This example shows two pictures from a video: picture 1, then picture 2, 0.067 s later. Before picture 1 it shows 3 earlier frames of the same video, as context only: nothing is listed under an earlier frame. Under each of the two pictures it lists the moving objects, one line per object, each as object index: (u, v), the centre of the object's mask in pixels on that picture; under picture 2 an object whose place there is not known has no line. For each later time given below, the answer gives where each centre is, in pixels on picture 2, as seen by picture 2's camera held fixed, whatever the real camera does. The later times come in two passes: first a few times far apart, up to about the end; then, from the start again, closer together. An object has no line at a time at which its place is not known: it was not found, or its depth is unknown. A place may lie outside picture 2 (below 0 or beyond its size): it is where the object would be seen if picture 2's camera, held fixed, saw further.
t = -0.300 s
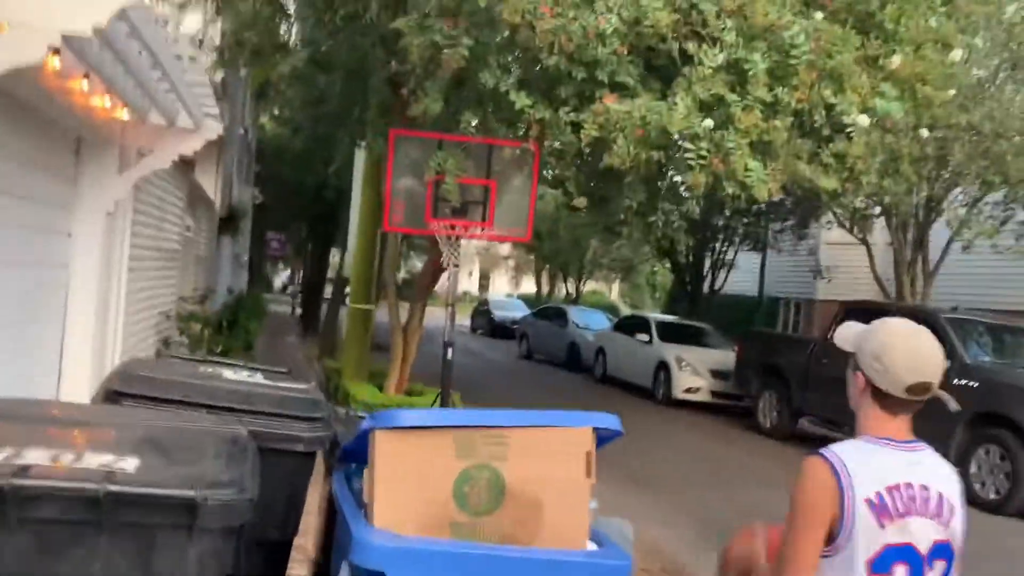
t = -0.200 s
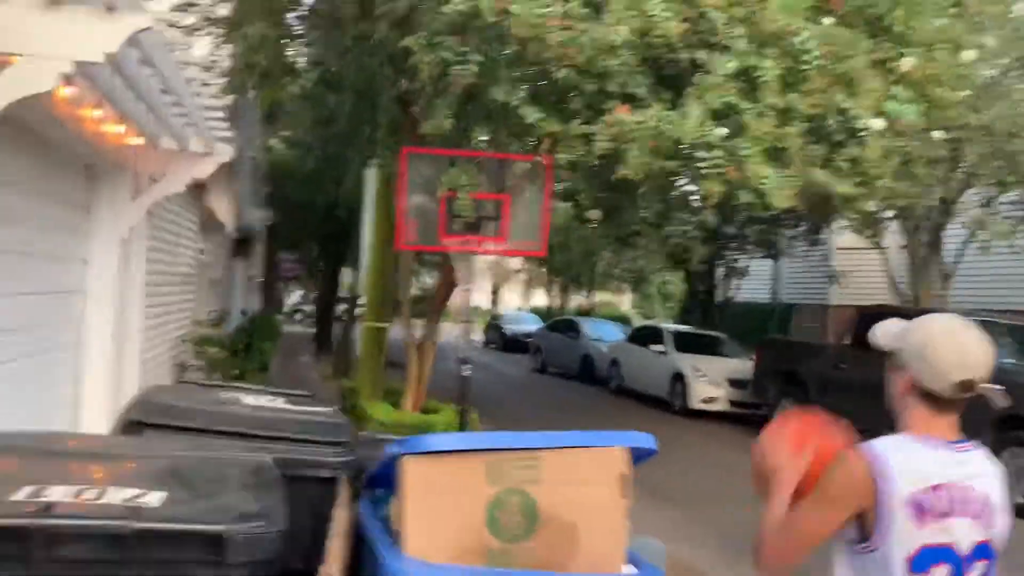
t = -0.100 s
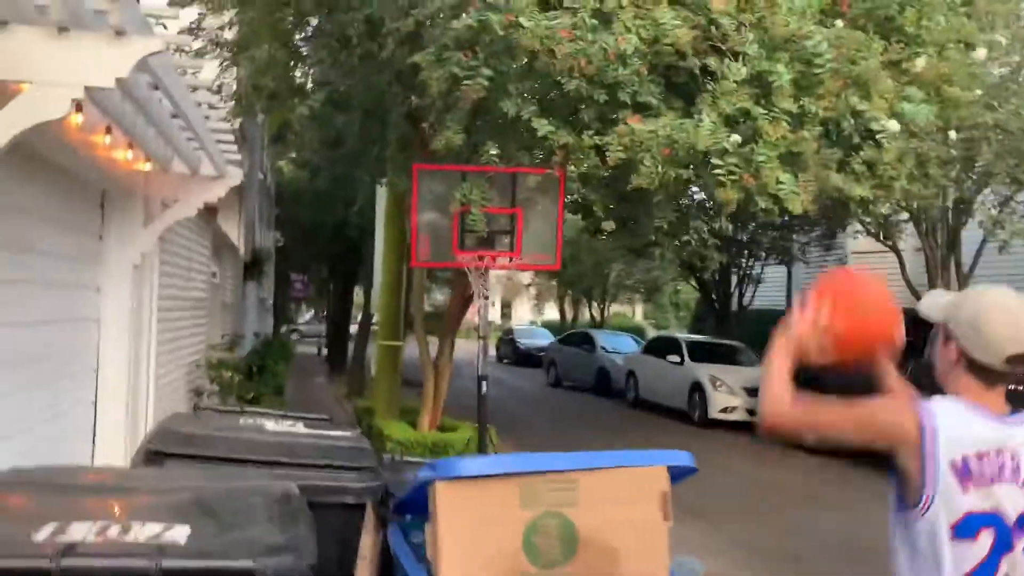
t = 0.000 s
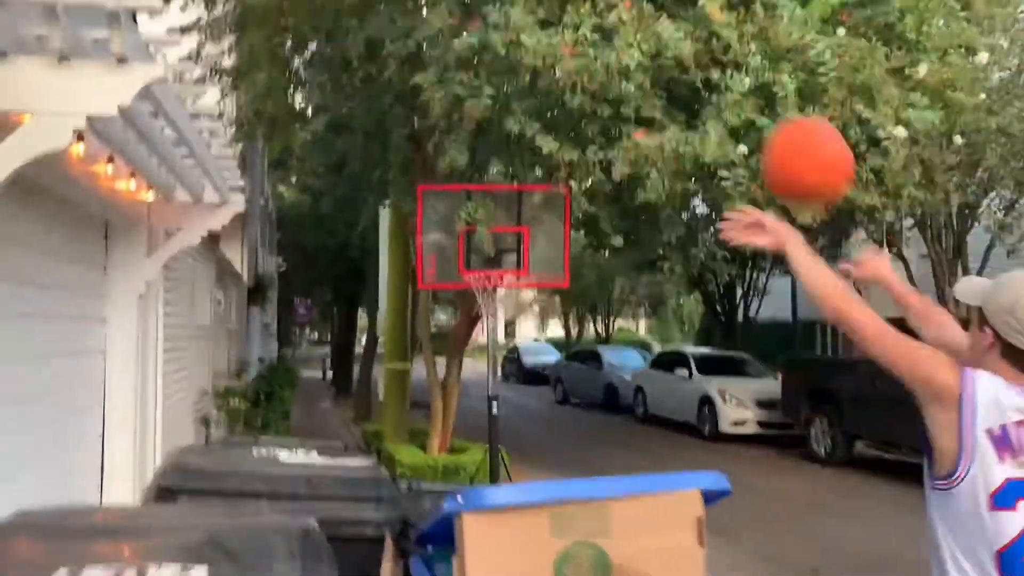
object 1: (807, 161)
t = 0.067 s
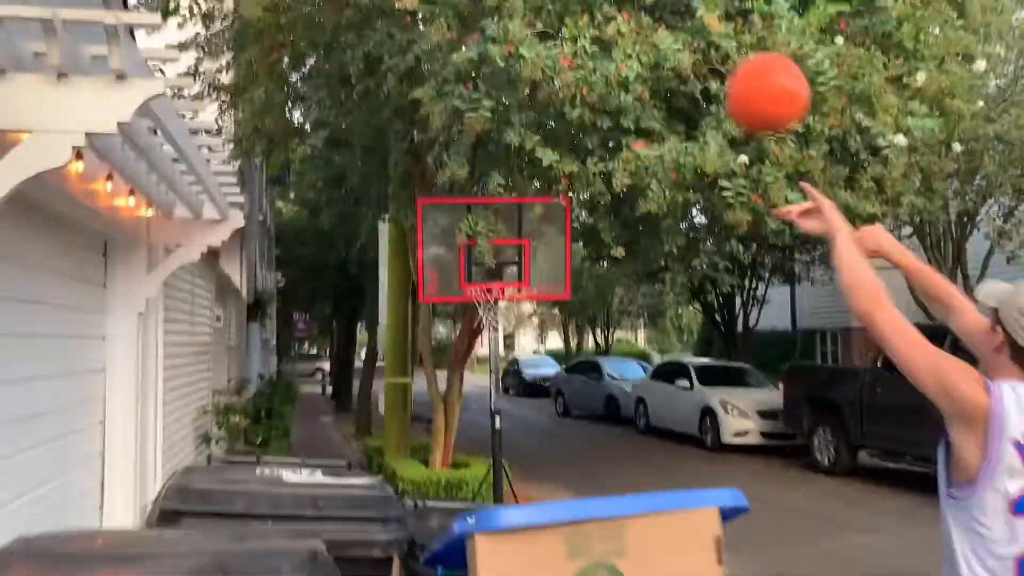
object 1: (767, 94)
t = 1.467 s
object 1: (528, 277)
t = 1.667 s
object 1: (545, 300)
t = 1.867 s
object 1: (565, 392)
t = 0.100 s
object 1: (748, 66)
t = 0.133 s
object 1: (731, 43)
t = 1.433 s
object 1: (527, 274)
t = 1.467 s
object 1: (528, 277)
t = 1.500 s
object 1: (531, 277)
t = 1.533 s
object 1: (533, 277)
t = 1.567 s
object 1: (536, 281)
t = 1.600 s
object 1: (539, 286)
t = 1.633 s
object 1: (542, 292)
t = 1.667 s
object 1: (545, 300)
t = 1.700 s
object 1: (548, 310)
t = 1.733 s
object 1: (551, 322)
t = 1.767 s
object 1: (555, 337)
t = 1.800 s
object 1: (559, 354)
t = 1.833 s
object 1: (562, 373)
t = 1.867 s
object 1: (565, 392)
